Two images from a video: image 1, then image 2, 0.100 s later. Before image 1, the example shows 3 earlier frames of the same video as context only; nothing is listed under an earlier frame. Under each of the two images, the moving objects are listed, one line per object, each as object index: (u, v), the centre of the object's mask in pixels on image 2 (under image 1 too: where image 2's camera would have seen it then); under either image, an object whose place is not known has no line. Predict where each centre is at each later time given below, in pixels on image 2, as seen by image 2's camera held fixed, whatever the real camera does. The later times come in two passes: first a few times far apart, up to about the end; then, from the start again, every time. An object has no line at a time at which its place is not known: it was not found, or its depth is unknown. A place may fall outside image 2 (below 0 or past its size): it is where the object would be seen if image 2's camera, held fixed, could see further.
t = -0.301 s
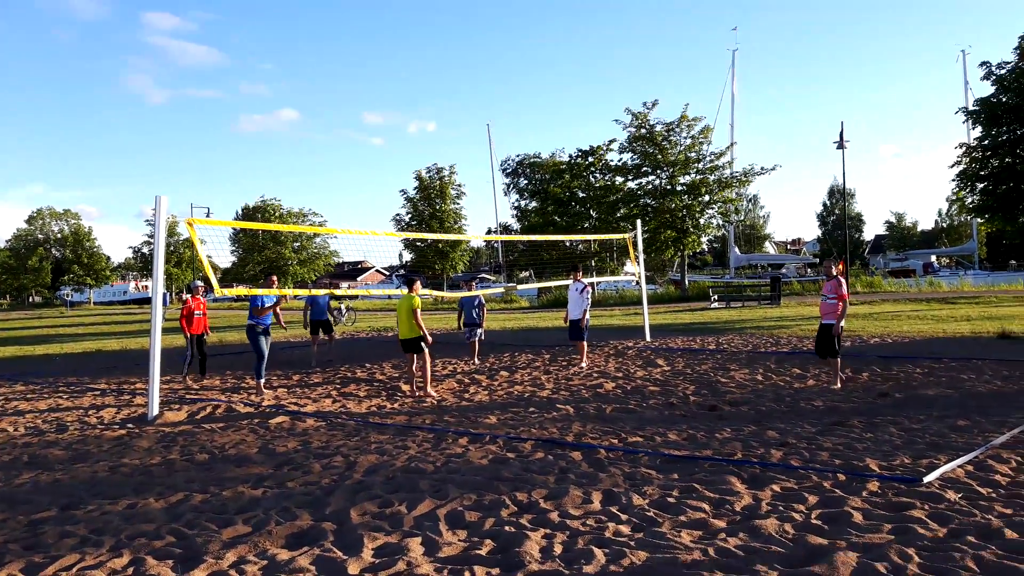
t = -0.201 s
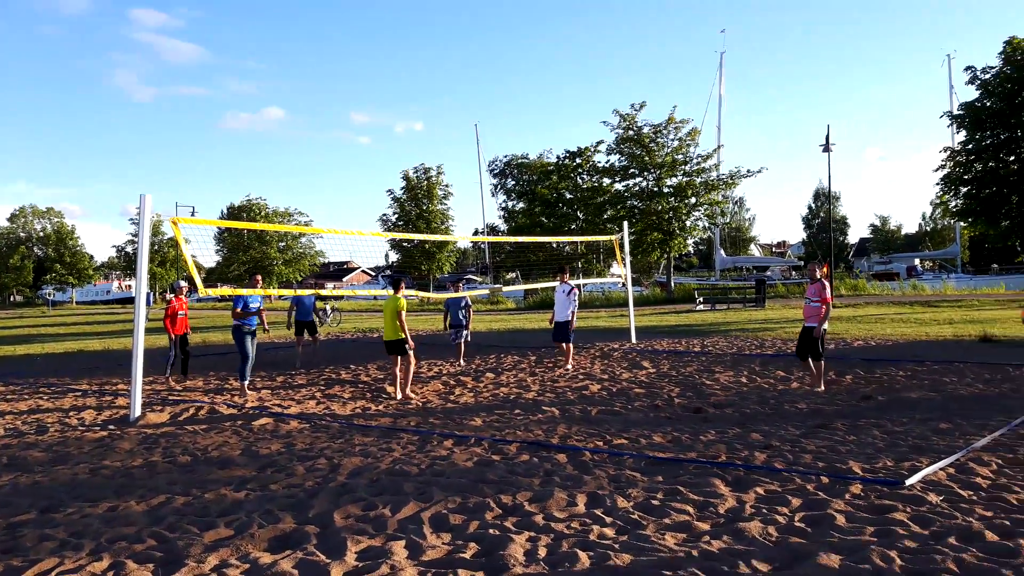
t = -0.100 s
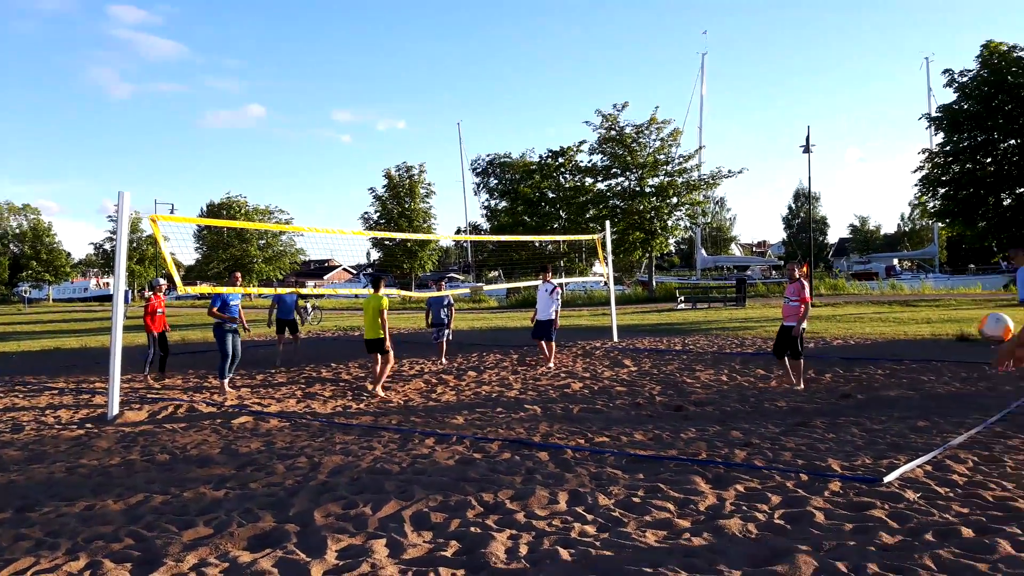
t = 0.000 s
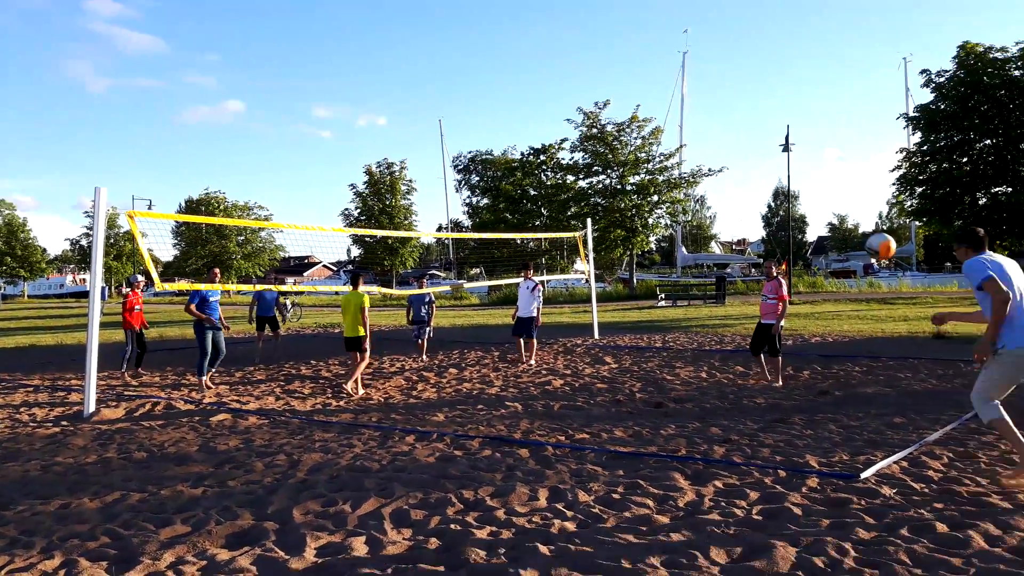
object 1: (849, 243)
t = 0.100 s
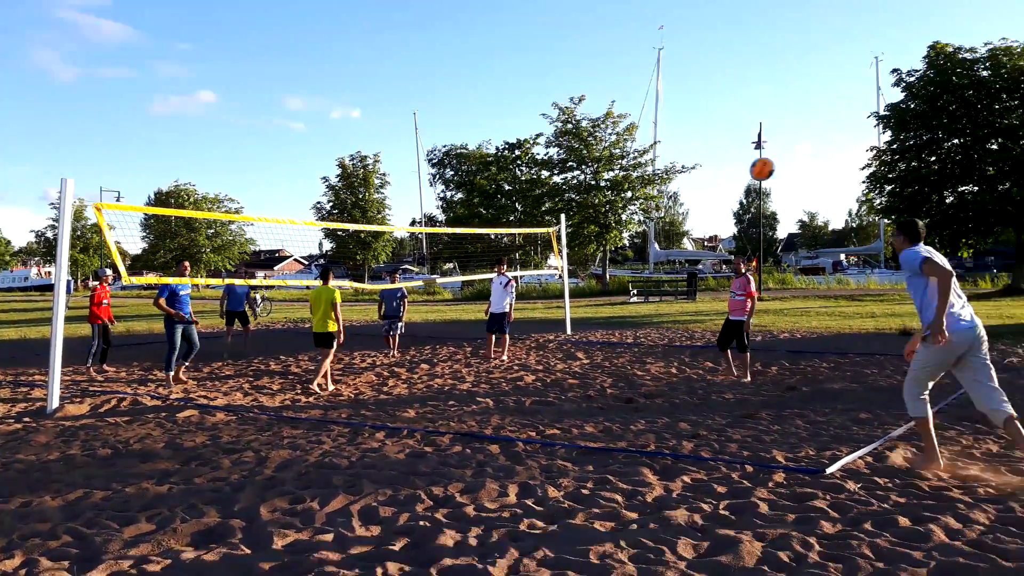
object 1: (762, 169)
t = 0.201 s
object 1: (688, 118)
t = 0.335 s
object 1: (609, 75)
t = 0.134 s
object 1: (736, 150)
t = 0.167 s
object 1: (710, 133)
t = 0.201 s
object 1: (688, 118)
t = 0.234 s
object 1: (666, 105)
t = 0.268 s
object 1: (645, 95)
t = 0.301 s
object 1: (626, 84)
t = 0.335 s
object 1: (609, 75)
